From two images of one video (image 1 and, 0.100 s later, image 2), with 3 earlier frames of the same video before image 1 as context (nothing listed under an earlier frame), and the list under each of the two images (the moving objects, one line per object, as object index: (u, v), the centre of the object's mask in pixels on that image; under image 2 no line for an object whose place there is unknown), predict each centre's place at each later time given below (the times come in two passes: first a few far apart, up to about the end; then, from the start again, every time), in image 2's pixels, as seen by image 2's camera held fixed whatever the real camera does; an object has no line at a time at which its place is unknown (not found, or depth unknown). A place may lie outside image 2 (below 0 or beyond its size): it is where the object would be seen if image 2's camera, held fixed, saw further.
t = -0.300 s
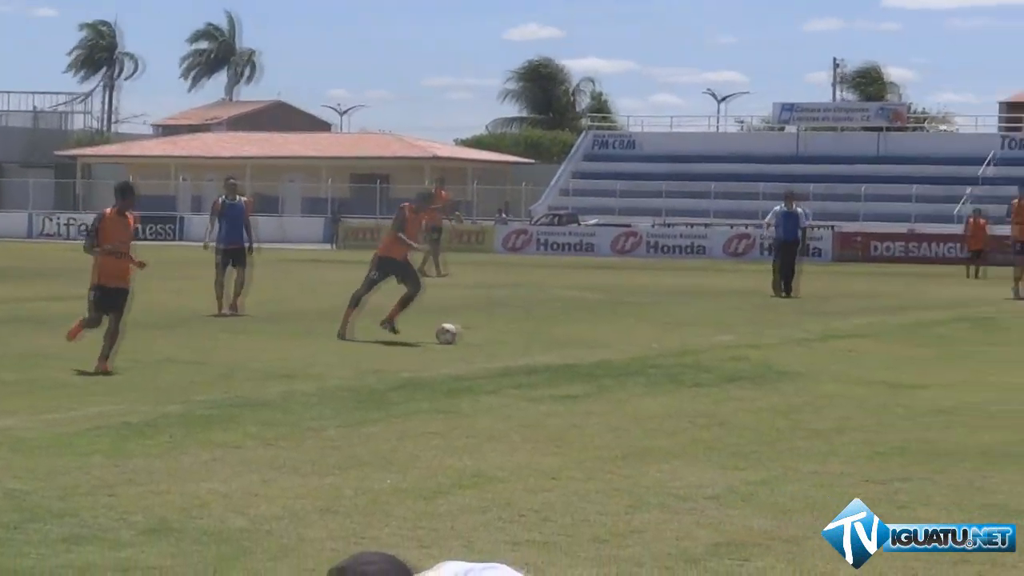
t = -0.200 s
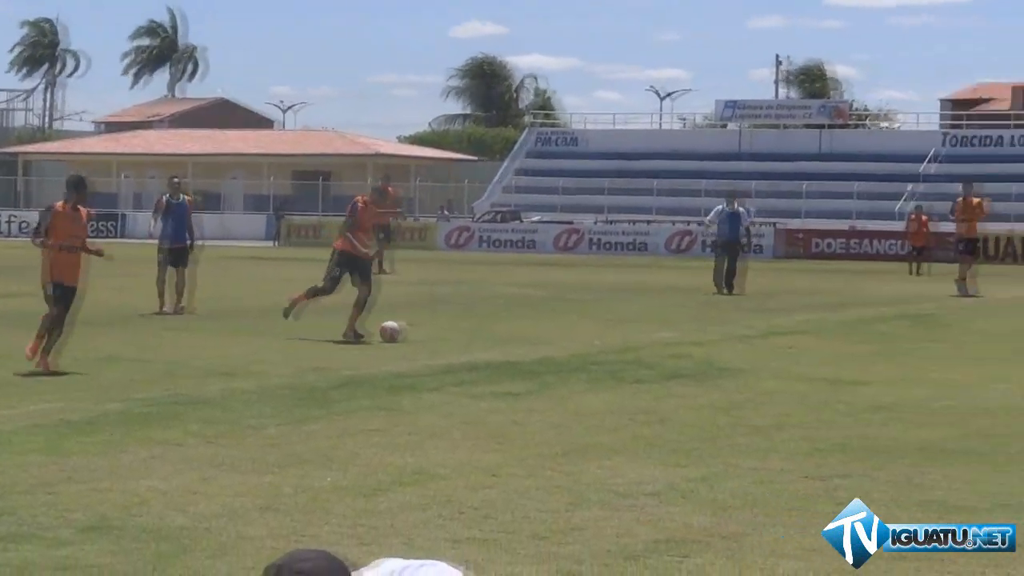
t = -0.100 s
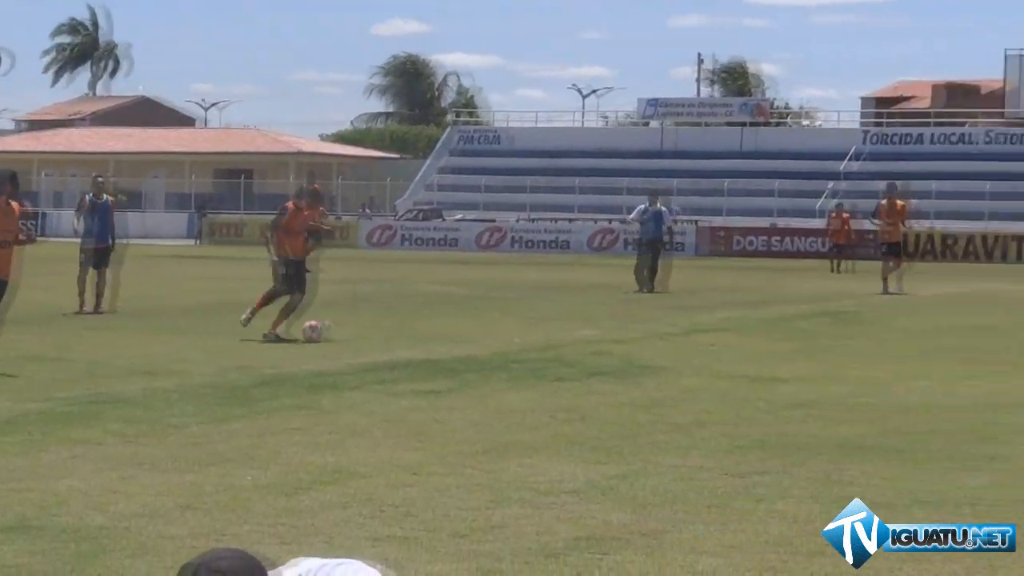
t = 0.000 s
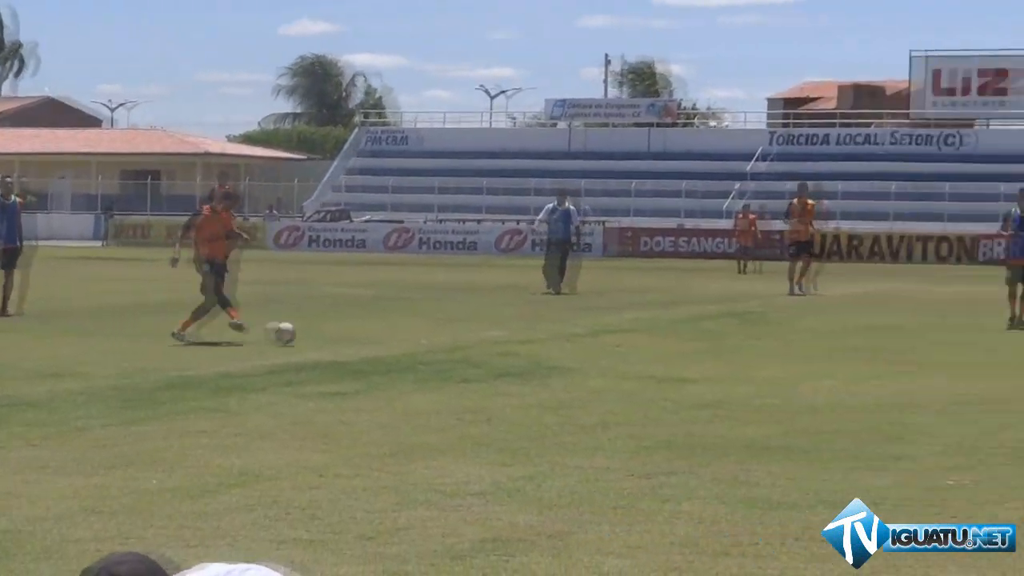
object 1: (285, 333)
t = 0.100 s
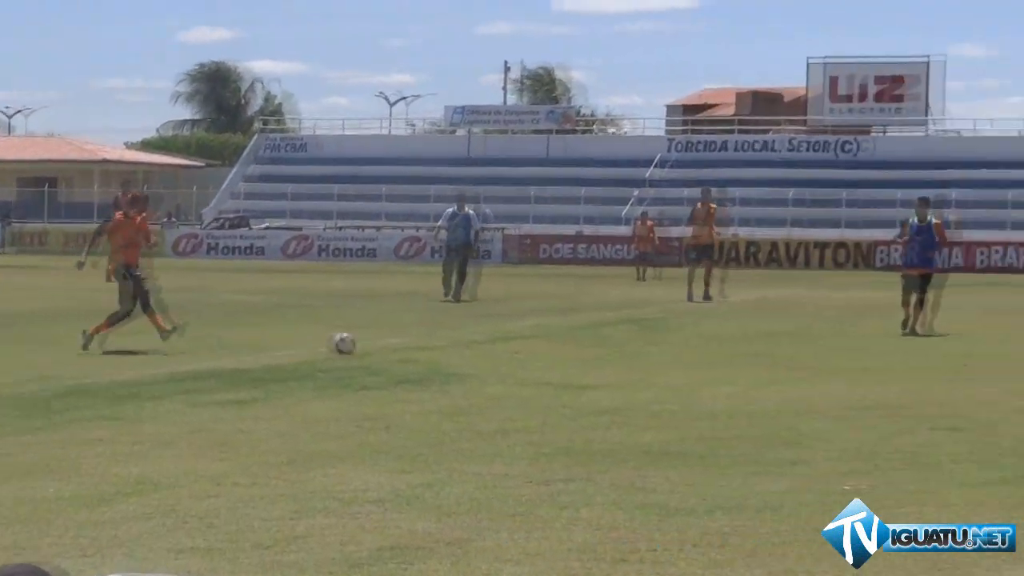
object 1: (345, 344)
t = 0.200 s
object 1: (489, 337)
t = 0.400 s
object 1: (784, 361)
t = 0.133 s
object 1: (390, 340)
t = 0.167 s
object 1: (440, 337)
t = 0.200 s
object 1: (489, 337)
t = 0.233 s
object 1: (538, 338)
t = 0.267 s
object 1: (586, 340)
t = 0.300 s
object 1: (635, 343)
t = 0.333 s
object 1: (687, 349)
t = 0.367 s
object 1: (737, 355)
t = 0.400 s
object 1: (784, 361)
